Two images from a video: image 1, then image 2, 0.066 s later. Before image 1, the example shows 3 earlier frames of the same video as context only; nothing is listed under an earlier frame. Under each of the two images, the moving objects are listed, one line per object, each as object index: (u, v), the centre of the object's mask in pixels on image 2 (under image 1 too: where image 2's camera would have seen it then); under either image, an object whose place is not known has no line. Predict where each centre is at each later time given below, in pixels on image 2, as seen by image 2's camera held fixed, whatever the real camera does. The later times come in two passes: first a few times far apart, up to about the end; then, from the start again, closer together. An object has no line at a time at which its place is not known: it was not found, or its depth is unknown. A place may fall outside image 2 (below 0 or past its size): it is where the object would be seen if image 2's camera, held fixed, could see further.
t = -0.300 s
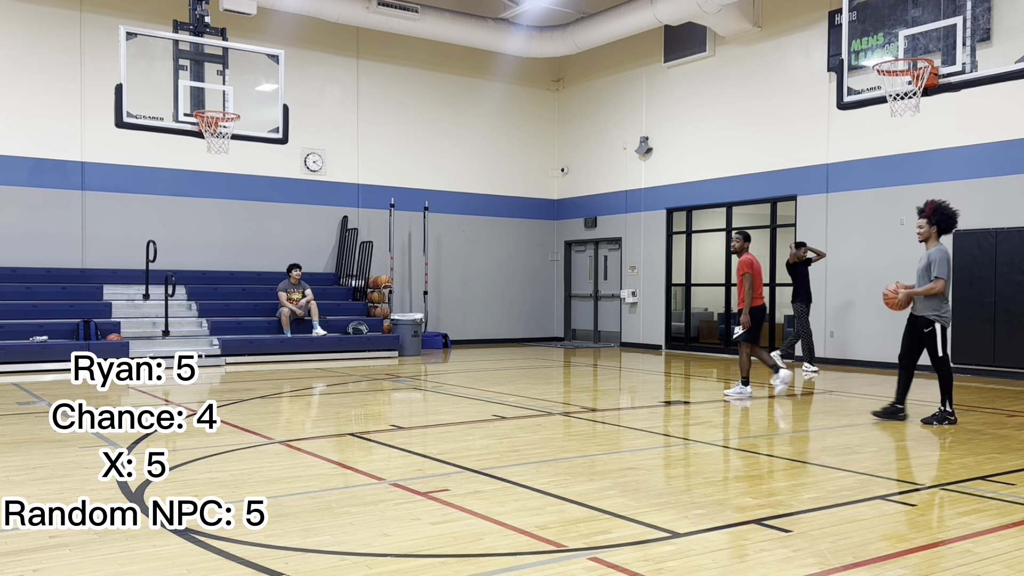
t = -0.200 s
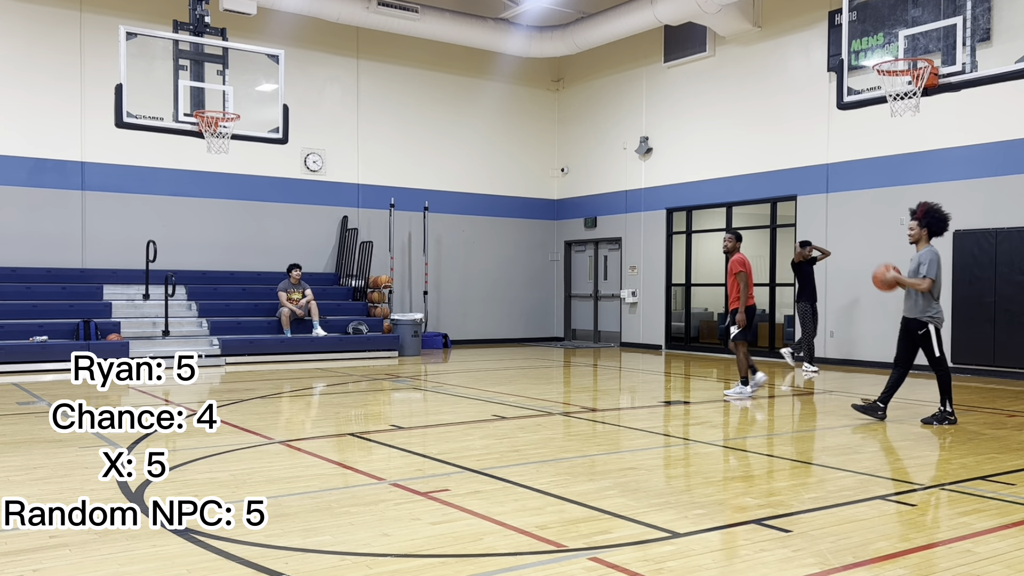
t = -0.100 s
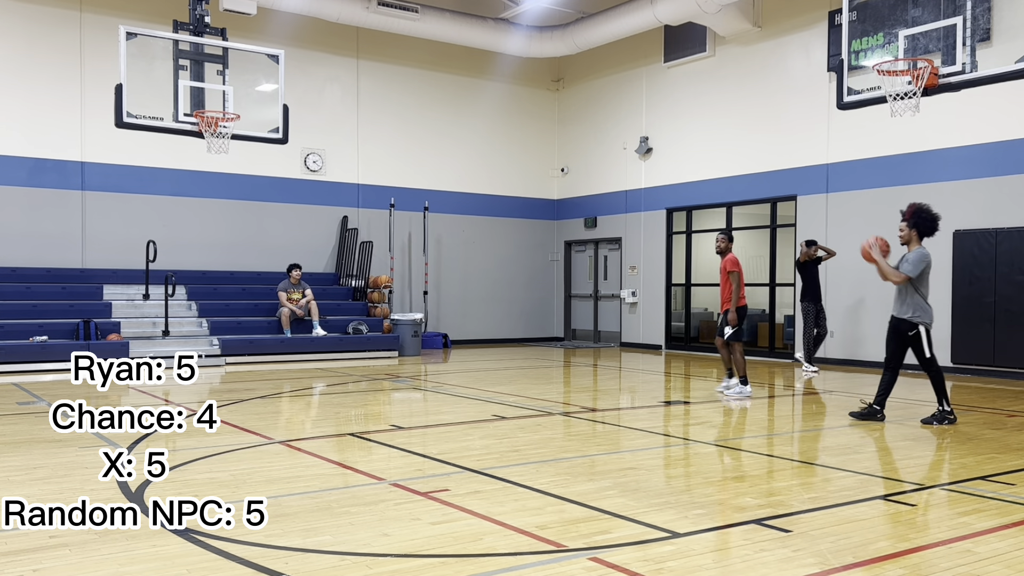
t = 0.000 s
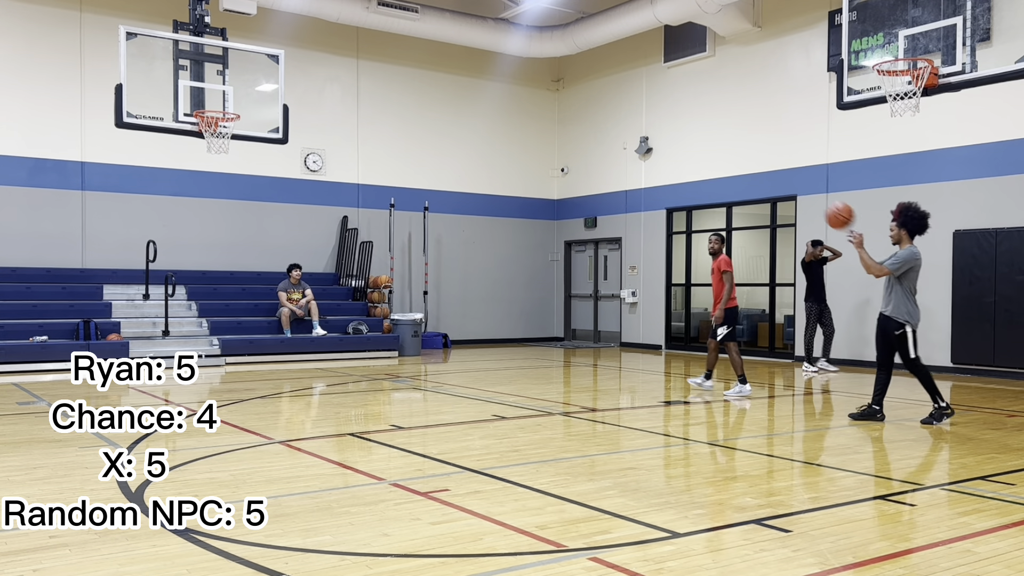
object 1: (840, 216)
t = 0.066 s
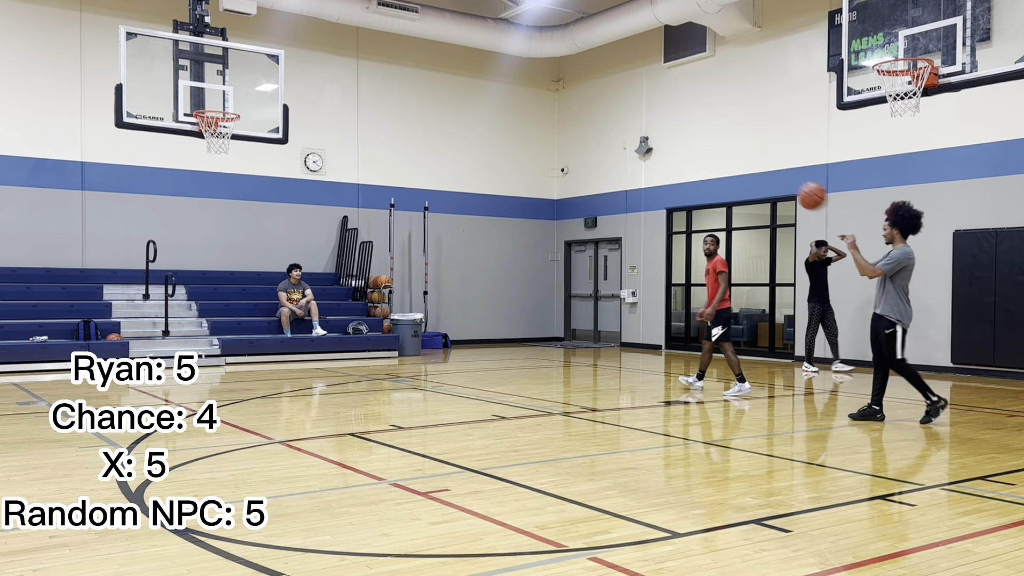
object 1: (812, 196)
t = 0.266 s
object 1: (734, 170)
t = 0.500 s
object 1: (648, 191)
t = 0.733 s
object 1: (571, 262)
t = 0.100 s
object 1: (799, 188)
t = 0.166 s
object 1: (773, 178)
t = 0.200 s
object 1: (760, 174)
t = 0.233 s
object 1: (746, 171)
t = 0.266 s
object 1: (734, 170)
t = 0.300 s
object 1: (721, 169)
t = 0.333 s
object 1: (709, 170)
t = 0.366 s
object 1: (696, 172)
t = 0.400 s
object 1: (684, 175)
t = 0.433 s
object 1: (672, 179)
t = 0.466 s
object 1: (660, 185)
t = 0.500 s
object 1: (648, 191)
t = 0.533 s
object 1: (637, 198)
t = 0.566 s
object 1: (626, 205)
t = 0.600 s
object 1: (615, 215)
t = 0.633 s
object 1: (604, 225)
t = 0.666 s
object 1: (593, 237)
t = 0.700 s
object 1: (581, 249)
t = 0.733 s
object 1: (571, 262)
